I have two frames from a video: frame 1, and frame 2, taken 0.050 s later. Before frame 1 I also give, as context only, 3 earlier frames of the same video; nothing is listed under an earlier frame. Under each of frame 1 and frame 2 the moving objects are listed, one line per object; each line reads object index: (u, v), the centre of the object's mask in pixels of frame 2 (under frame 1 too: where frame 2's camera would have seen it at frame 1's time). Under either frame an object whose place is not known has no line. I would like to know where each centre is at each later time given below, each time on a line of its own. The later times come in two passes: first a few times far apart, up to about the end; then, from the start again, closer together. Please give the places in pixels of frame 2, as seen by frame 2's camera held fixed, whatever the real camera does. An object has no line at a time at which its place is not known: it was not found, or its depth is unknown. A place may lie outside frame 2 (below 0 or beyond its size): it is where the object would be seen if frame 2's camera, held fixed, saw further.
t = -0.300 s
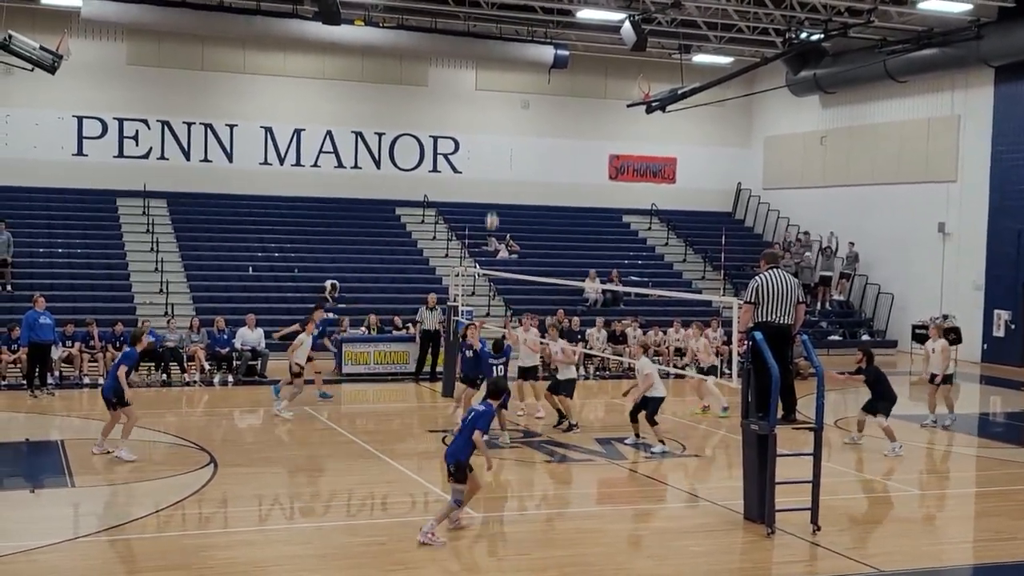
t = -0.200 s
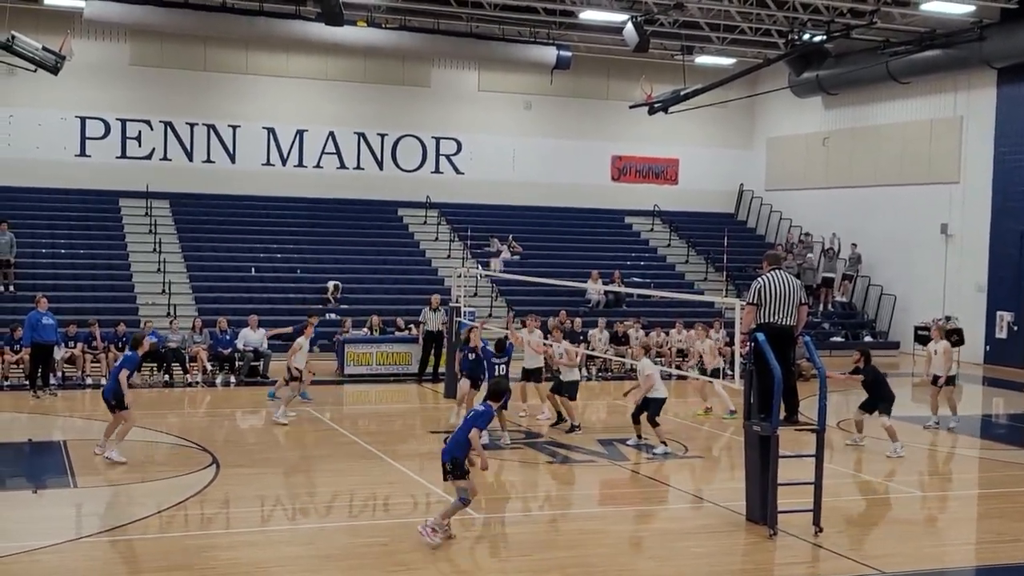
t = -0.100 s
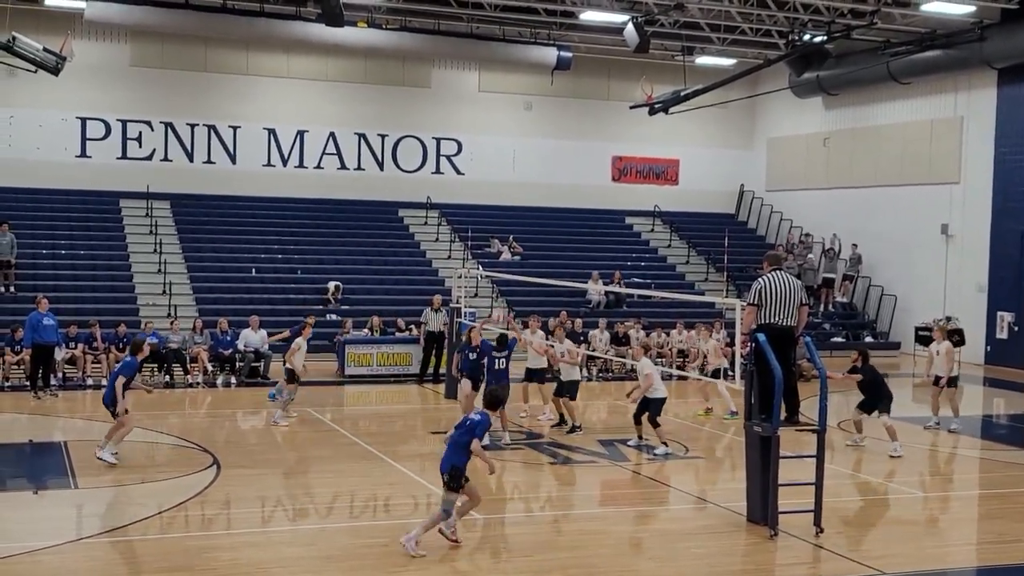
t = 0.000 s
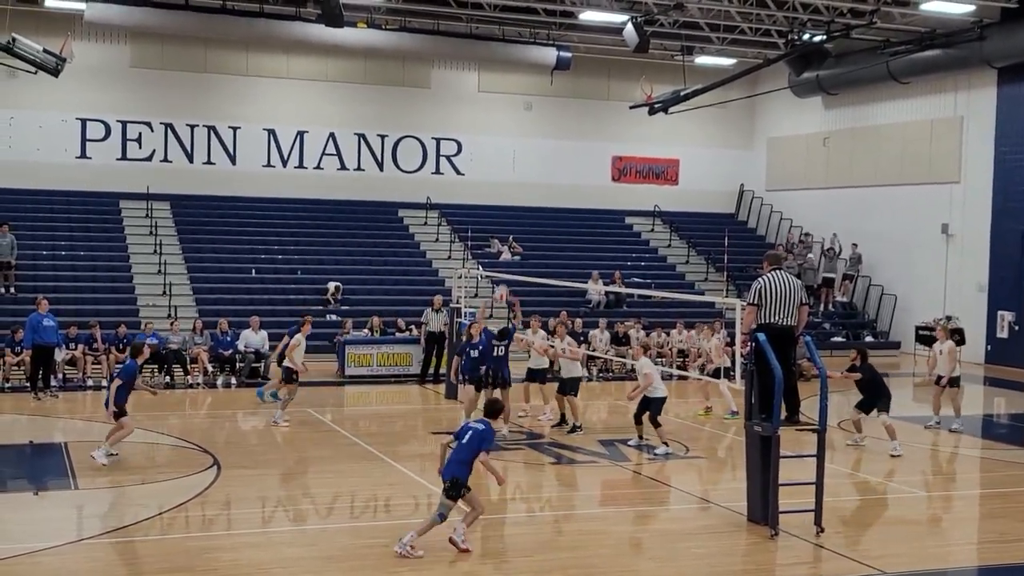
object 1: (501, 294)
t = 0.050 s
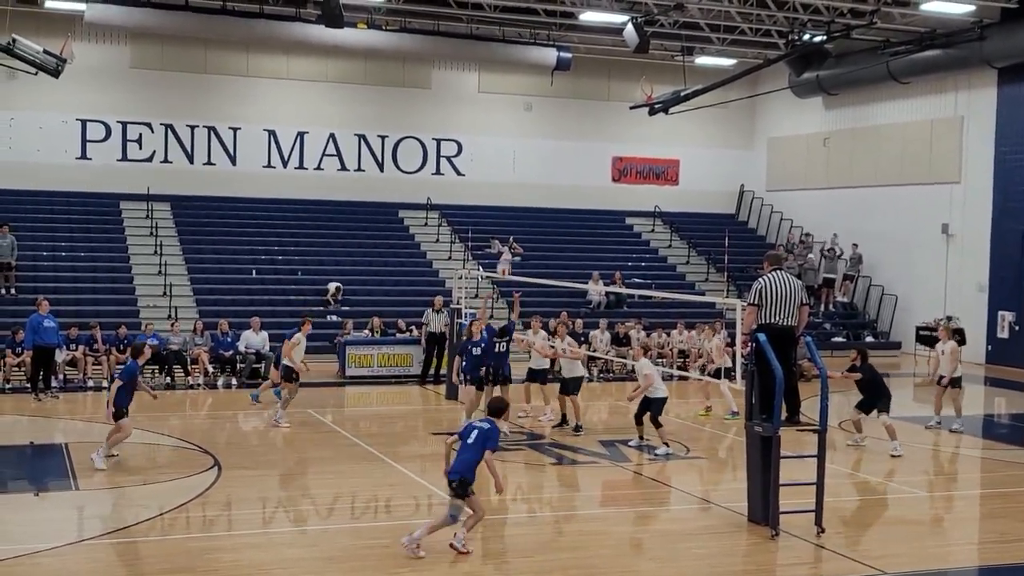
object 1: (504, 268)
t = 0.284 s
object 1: (510, 174)
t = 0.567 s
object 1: (516, 107)
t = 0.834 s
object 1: (520, 95)
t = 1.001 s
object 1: (522, 116)
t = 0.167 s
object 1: (507, 217)
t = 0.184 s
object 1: (507, 212)
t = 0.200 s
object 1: (509, 205)
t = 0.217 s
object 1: (509, 198)
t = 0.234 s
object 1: (510, 193)
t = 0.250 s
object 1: (510, 186)
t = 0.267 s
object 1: (510, 180)
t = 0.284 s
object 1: (510, 174)
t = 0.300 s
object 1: (511, 169)
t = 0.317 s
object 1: (511, 164)
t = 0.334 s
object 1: (512, 159)
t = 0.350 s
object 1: (512, 153)
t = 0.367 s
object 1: (512, 149)
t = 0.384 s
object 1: (513, 144)
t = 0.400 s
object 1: (513, 140)
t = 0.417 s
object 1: (514, 136)
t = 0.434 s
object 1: (514, 132)
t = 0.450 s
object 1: (514, 128)
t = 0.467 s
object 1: (514, 124)
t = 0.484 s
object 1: (515, 121)
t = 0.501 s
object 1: (515, 118)
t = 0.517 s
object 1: (515, 115)
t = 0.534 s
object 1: (515, 112)
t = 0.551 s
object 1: (516, 109)
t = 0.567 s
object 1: (516, 107)
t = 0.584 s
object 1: (517, 105)
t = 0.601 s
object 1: (517, 102)
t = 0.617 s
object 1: (517, 100)
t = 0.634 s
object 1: (518, 99)
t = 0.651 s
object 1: (518, 97)
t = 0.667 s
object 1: (518, 96)
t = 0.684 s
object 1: (518, 95)
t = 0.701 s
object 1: (518, 94)
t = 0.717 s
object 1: (519, 94)
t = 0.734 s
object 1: (519, 93)
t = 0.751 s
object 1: (519, 93)
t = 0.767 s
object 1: (519, 93)
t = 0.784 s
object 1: (519, 93)
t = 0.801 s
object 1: (520, 94)
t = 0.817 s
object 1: (520, 94)
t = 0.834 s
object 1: (520, 95)
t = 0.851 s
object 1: (520, 96)
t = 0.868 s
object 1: (520, 98)
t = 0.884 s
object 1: (521, 99)
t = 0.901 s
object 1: (521, 101)
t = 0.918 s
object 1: (521, 103)
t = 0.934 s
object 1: (521, 105)
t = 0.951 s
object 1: (521, 108)
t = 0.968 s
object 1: (522, 110)
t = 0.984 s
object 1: (522, 113)
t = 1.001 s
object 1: (522, 116)
